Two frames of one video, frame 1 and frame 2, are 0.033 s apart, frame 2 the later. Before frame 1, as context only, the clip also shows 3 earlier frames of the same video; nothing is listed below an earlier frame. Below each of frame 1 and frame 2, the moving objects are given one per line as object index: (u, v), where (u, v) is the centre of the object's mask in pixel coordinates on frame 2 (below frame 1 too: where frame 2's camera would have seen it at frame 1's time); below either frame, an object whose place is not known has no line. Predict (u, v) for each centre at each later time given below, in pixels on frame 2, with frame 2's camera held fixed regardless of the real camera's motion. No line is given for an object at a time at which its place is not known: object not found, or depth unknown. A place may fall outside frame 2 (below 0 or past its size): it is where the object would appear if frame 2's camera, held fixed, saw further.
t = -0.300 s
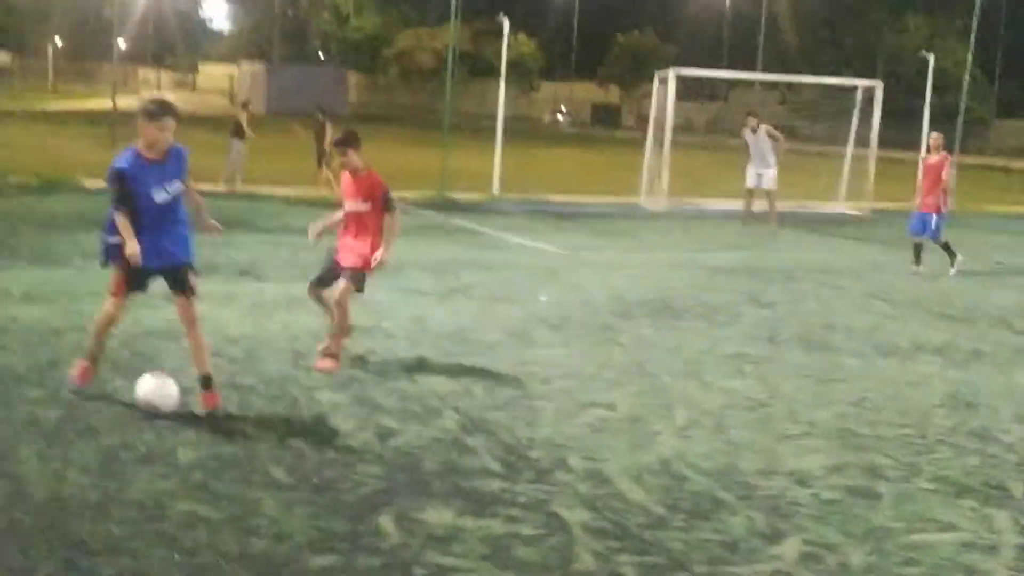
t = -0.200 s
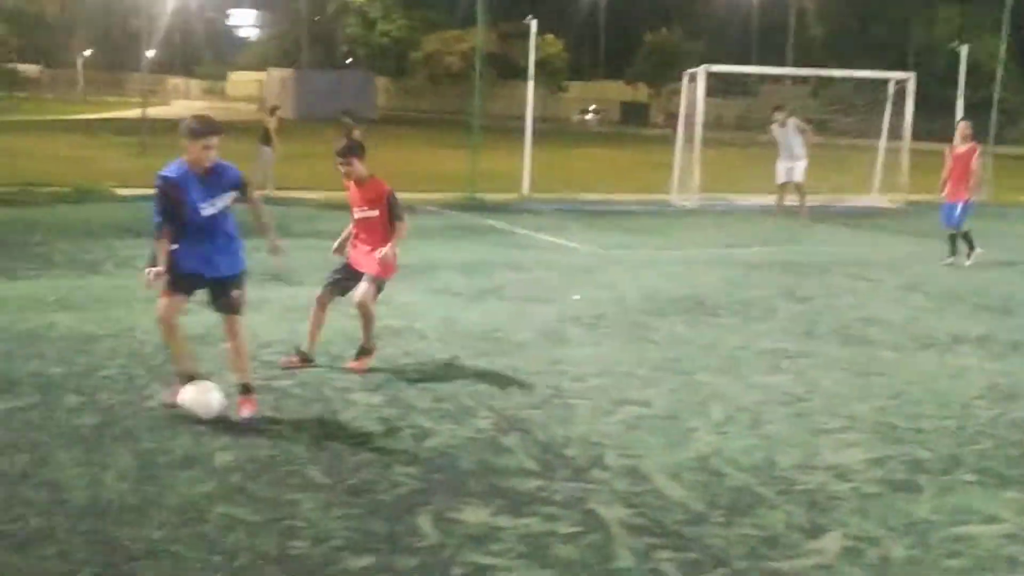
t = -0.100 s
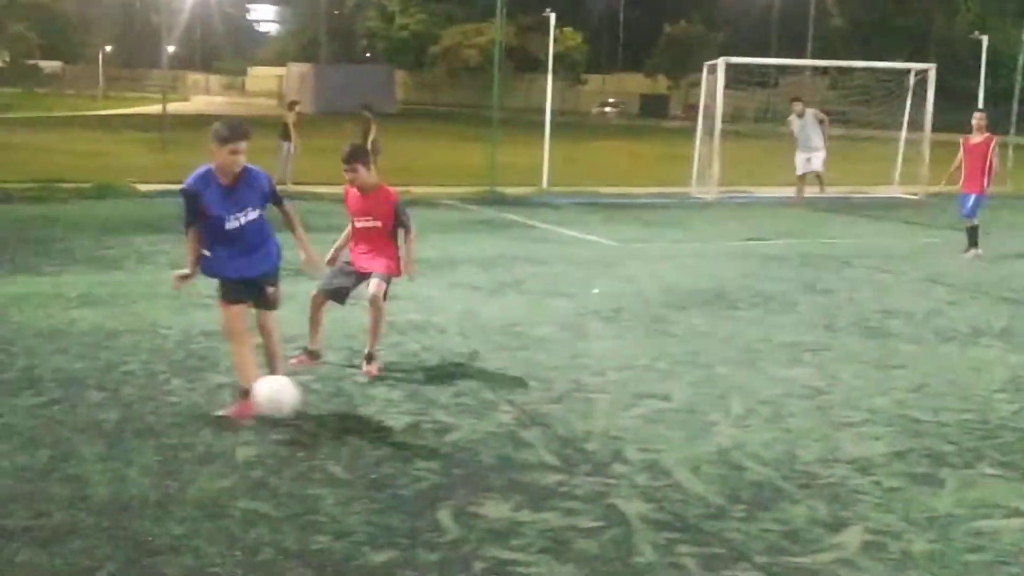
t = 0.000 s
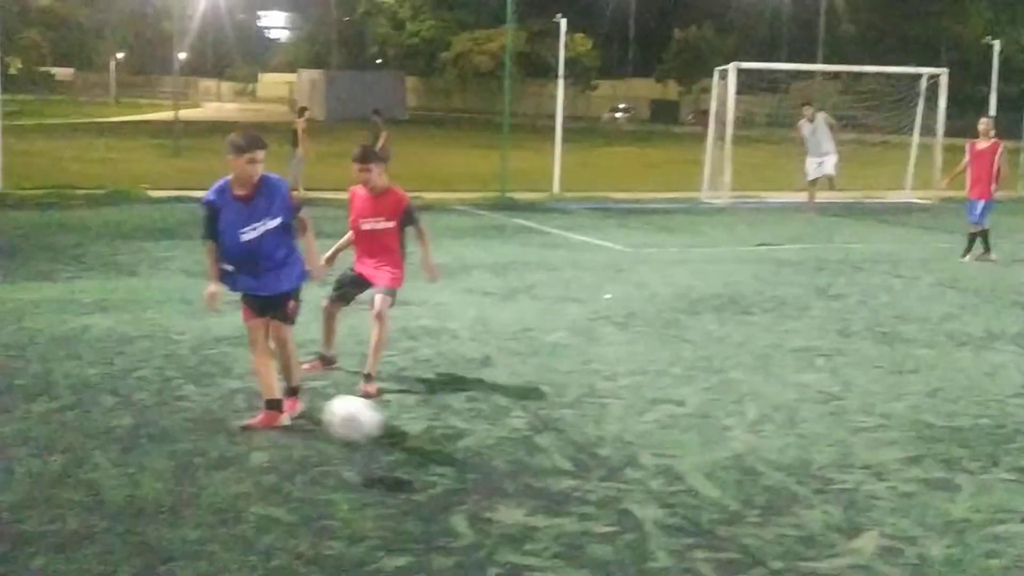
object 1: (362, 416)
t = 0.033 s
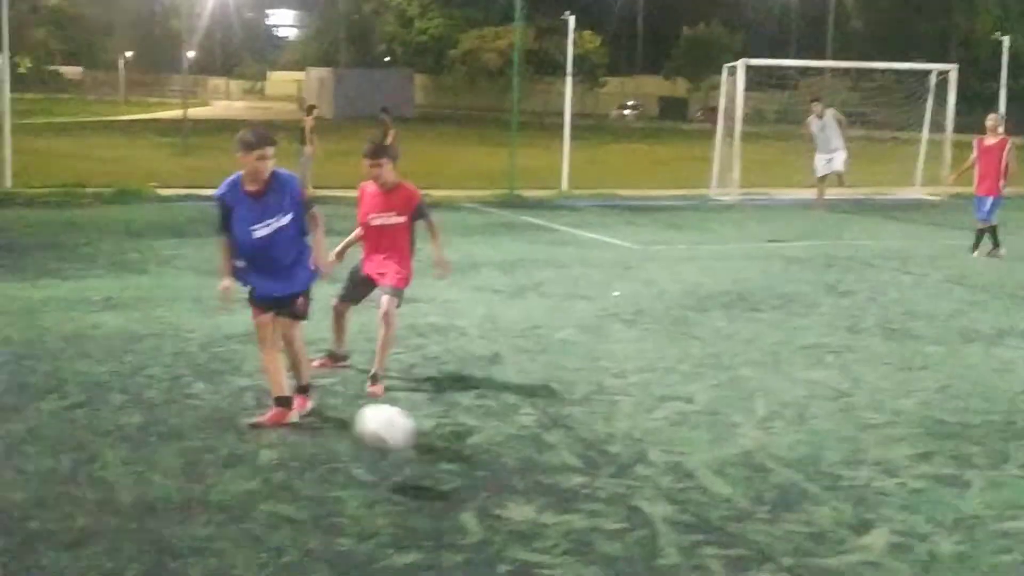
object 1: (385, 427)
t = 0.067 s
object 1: (410, 442)
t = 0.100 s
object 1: (434, 461)
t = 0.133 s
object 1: (462, 482)
